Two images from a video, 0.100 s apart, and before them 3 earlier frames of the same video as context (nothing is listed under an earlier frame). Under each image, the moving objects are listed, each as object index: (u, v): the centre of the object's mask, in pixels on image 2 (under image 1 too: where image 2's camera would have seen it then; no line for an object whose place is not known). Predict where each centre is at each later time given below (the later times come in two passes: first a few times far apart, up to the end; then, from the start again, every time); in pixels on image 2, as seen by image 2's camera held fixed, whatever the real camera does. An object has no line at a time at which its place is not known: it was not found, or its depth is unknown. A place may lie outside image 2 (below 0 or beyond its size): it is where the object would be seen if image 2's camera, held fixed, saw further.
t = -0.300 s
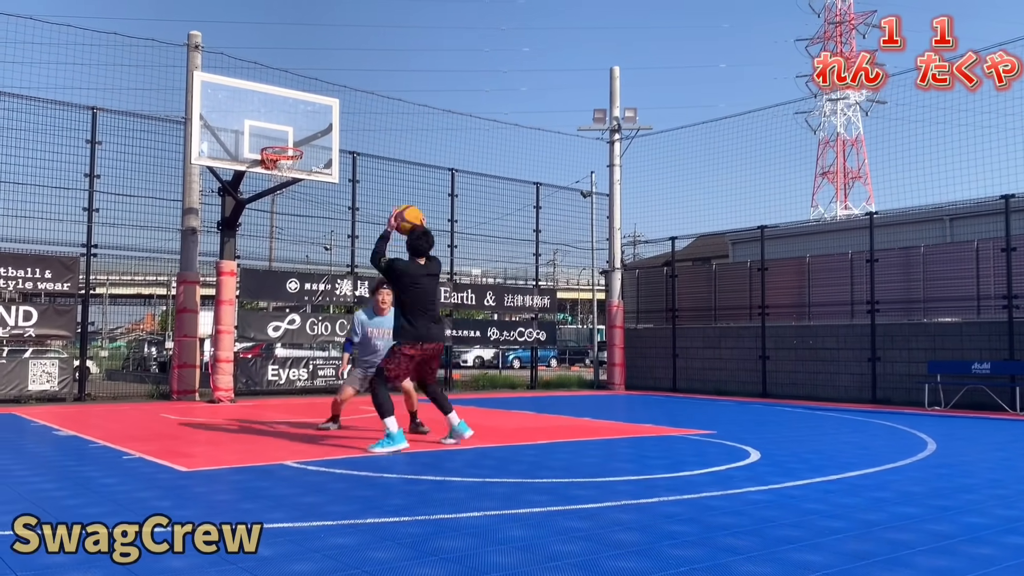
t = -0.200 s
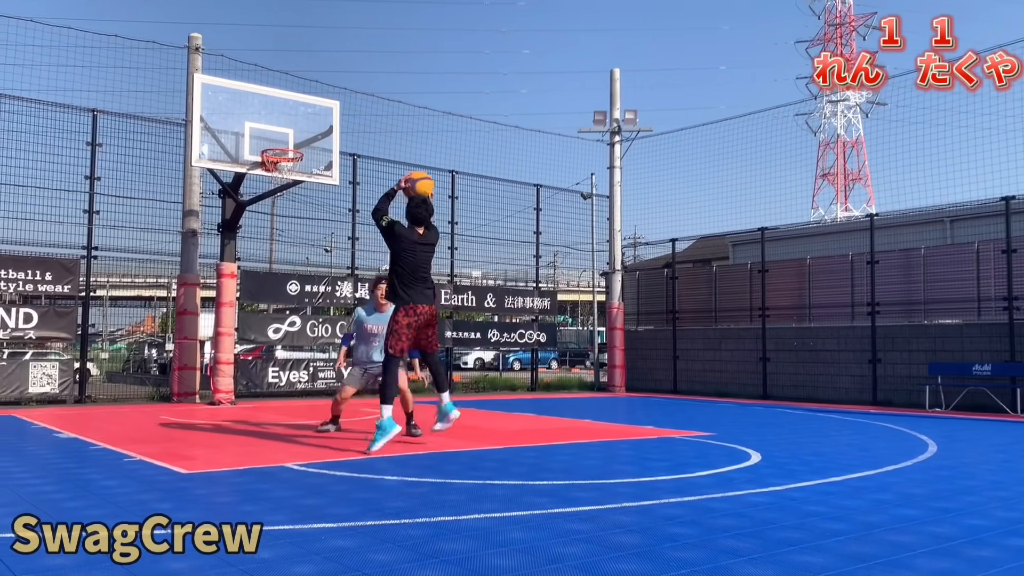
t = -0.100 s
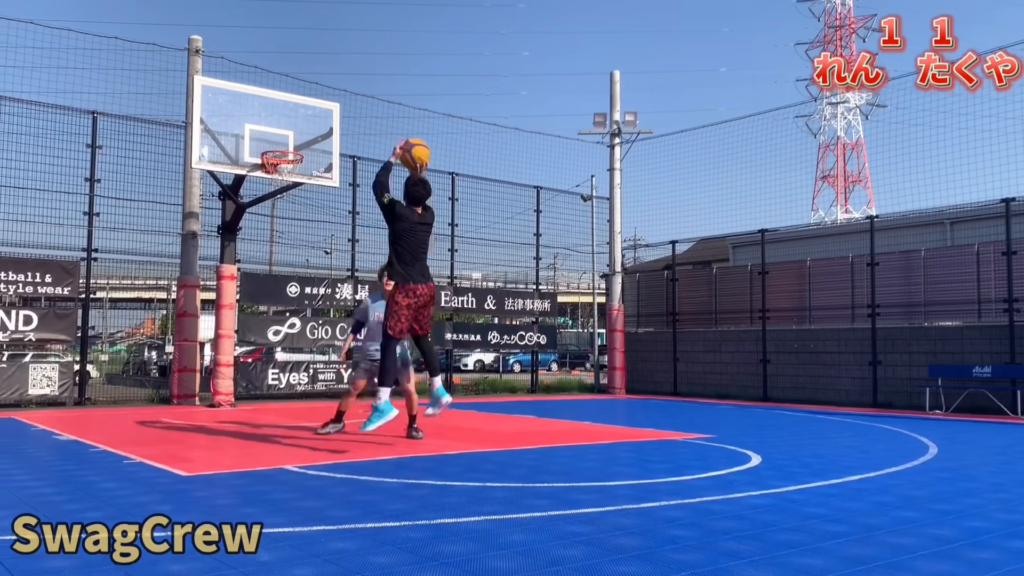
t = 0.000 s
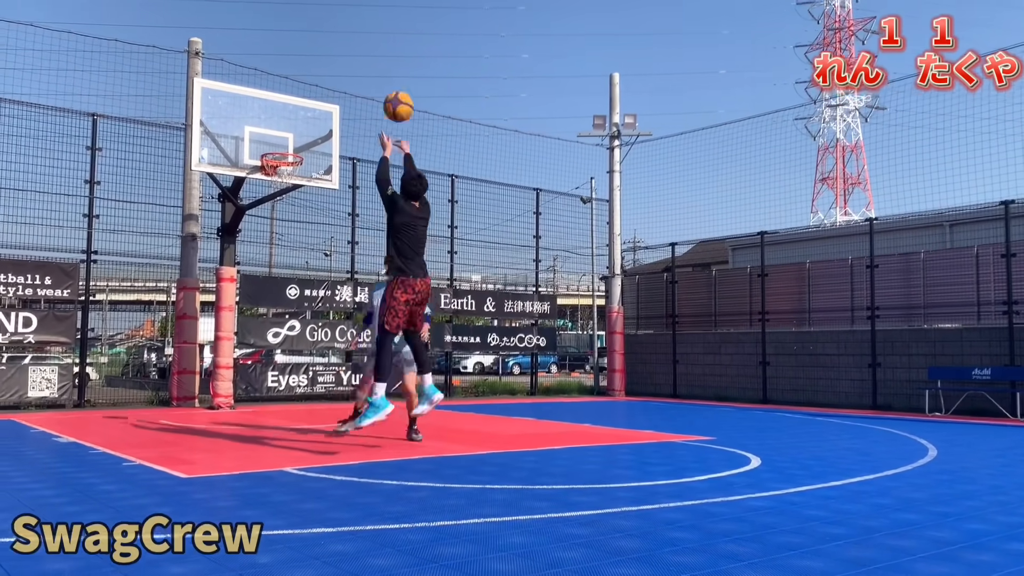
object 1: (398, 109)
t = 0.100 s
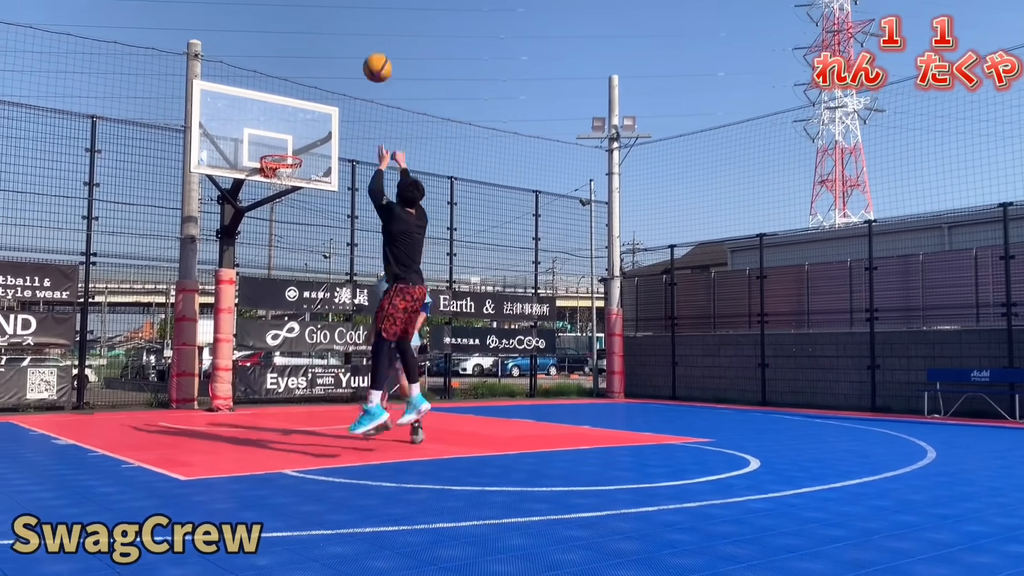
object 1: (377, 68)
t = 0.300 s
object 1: (342, 30)
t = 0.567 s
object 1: (304, 47)
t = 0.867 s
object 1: (267, 131)
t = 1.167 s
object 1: (269, 118)
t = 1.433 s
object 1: (282, 130)
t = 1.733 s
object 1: (297, 222)
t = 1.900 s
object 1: (305, 312)
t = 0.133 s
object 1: (371, 58)
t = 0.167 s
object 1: (365, 49)
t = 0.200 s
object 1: (359, 42)
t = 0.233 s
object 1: (353, 37)
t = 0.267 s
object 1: (347, 33)
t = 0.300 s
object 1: (342, 30)
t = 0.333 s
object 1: (337, 28)
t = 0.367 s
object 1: (332, 28)
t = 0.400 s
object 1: (327, 28)
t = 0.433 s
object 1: (322, 30)
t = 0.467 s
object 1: (318, 33)
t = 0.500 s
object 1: (313, 36)
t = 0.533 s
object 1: (309, 41)
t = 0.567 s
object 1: (304, 47)
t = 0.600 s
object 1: (300, 53)
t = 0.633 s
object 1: (296, 60)
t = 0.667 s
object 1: (291, 68)
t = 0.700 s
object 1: (287, 77)
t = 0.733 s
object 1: (283, 86)
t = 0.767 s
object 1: (278, 97)
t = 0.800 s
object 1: (274, 107)
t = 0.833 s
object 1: (271, 118)
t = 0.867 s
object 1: (267, 131)
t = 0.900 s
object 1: (264, 144)
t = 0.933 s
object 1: (260, 151)
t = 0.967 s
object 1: (258, 146)
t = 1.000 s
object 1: (259, 139)
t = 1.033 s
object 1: (262, 133)
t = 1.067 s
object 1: (263, 128)
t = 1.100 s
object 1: (265, 123)
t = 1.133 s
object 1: (267, 120)
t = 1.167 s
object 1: (269, 118)
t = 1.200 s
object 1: (271, 116)
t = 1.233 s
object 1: (272, 115)
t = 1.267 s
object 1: (274, 115)
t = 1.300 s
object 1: (276, 116)
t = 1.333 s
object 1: (277, 118)
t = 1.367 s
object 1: (279, 121)
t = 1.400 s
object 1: (281, 125)
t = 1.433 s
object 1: (282, 130)
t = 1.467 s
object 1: (284, 136)
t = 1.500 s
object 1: (286, 143)
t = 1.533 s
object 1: (287, 151)
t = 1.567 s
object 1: (289, 160)
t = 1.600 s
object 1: (291, 169)
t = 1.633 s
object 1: (292, 180)
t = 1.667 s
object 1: (294, 193)
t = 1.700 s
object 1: (295, 206)
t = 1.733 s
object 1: (297, 222)
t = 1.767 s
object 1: (298, 237)
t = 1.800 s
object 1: (300, 254)
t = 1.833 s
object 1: (302, 272)
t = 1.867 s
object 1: (304, 292)
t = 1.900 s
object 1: (305, 312)
